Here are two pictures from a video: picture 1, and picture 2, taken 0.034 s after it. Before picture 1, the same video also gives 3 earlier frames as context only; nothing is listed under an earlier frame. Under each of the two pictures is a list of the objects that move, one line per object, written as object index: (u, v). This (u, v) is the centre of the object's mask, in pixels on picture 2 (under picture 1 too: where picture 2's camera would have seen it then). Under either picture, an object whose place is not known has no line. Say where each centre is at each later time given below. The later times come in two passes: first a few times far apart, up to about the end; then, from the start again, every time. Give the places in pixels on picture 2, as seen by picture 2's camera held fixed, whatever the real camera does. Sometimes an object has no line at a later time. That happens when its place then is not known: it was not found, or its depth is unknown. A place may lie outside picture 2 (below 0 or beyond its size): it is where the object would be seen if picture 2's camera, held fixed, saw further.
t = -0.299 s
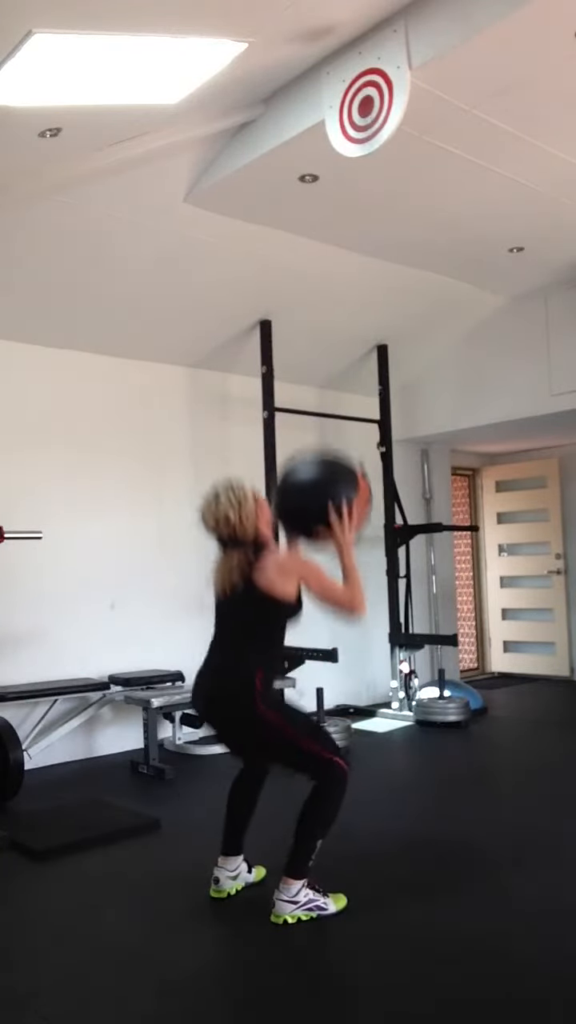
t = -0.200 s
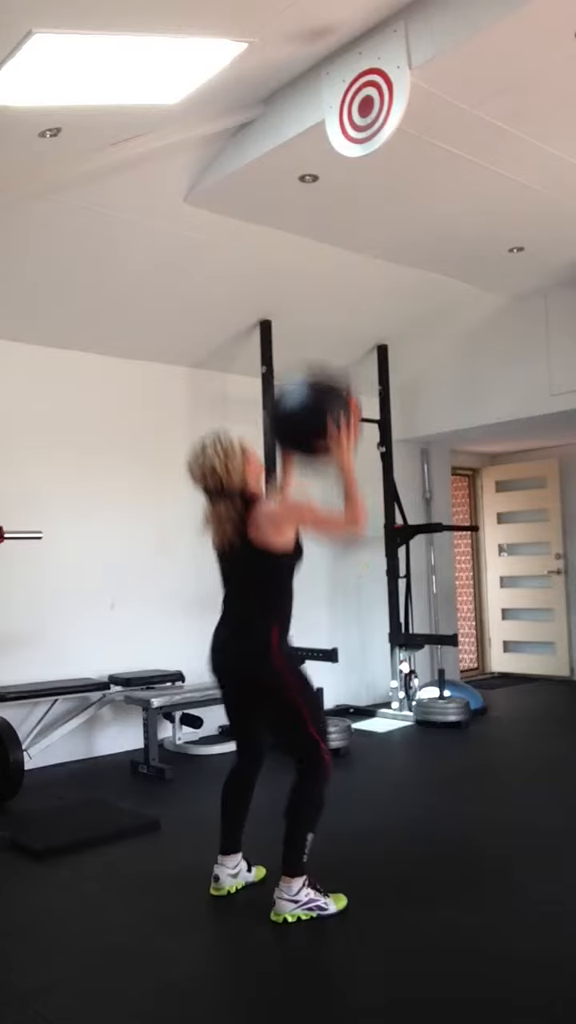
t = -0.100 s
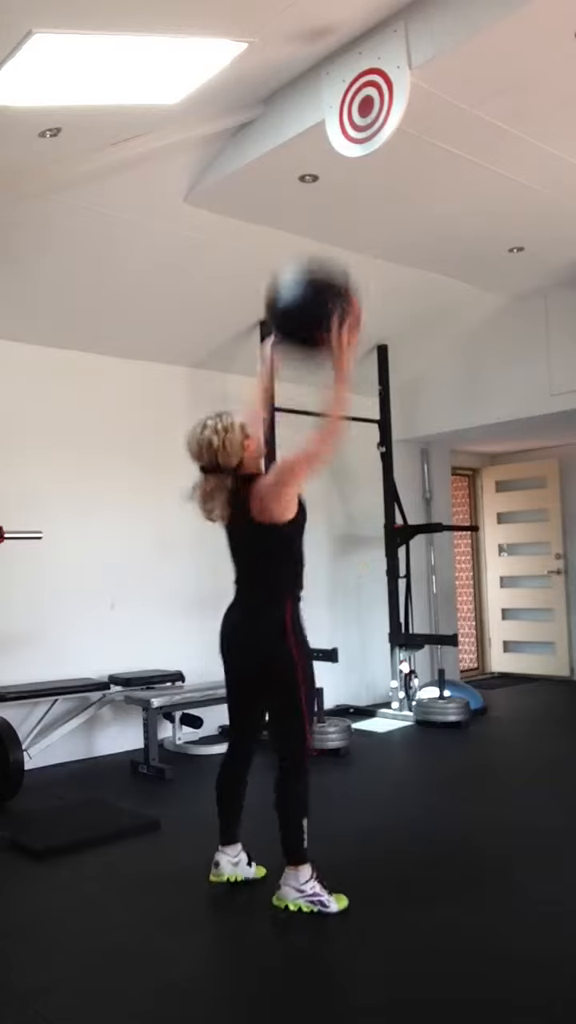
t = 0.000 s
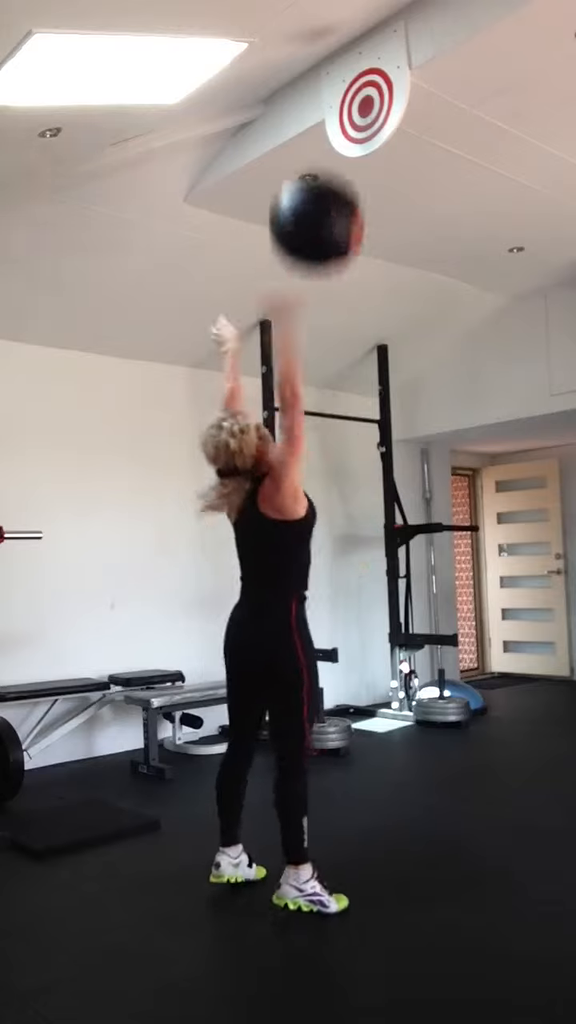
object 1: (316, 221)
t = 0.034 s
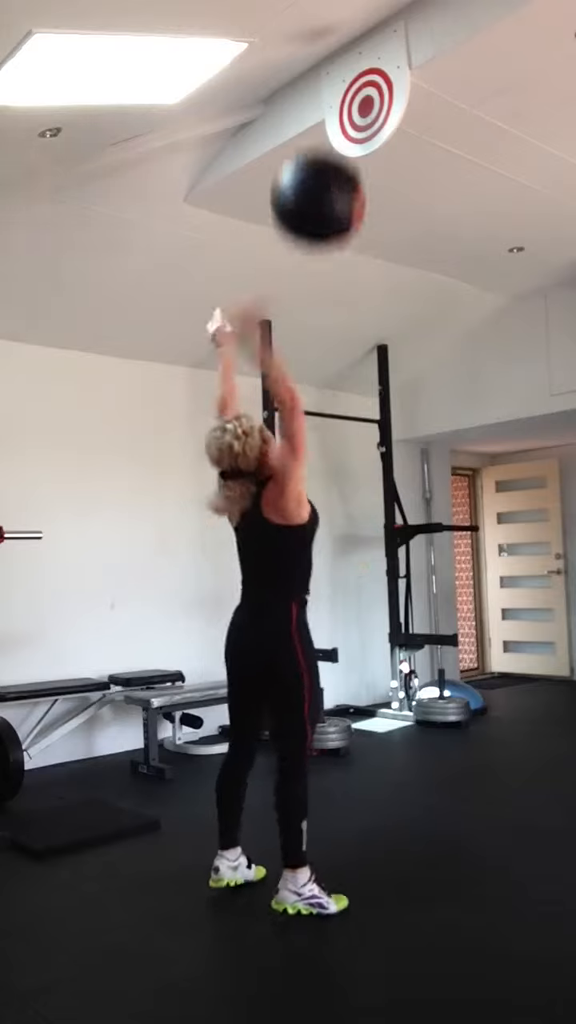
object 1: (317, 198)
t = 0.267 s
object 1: (330, 117)
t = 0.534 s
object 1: (329, 165)
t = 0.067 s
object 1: (318, 179)
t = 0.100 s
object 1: (320, 163)
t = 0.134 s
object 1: (322, 148)
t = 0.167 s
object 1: (324, 136)
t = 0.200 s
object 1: (326, 127)
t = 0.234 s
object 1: (329, 121)
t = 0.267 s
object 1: (330, 117)
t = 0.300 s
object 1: (331, 116)
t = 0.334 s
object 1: (334, 117)
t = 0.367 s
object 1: (334, 119)
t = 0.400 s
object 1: (333, 123)
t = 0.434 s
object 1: (331, 129)
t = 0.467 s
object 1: (330, 139)
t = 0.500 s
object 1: (330, 151)
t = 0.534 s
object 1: (329, 165)
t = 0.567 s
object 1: (328, 182)
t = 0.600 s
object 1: (328, 200)
